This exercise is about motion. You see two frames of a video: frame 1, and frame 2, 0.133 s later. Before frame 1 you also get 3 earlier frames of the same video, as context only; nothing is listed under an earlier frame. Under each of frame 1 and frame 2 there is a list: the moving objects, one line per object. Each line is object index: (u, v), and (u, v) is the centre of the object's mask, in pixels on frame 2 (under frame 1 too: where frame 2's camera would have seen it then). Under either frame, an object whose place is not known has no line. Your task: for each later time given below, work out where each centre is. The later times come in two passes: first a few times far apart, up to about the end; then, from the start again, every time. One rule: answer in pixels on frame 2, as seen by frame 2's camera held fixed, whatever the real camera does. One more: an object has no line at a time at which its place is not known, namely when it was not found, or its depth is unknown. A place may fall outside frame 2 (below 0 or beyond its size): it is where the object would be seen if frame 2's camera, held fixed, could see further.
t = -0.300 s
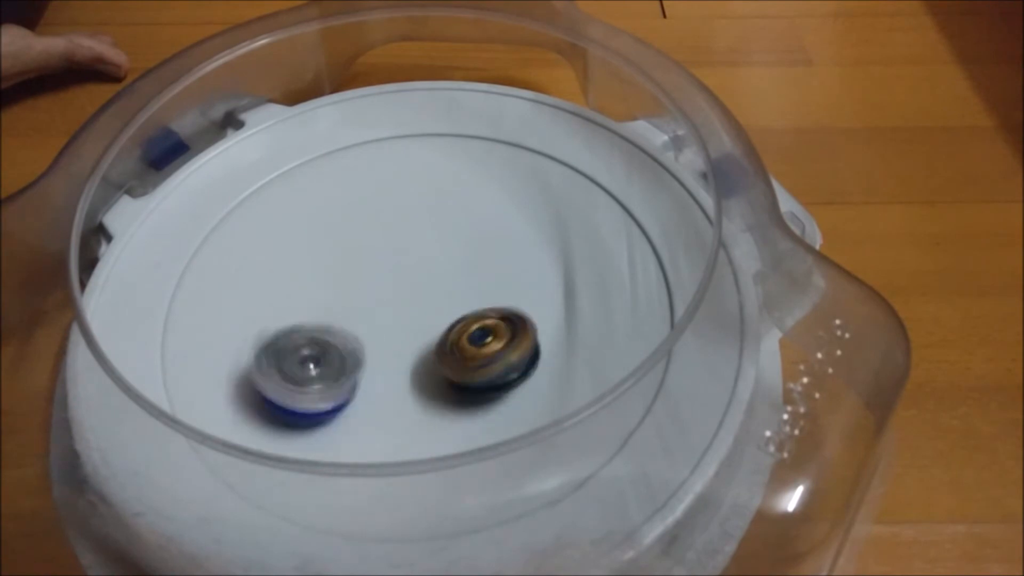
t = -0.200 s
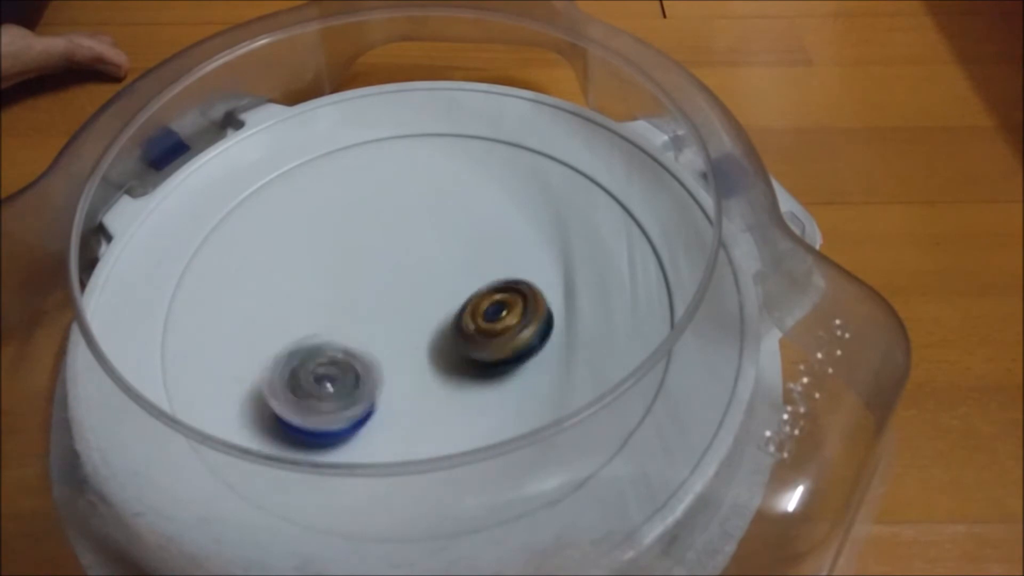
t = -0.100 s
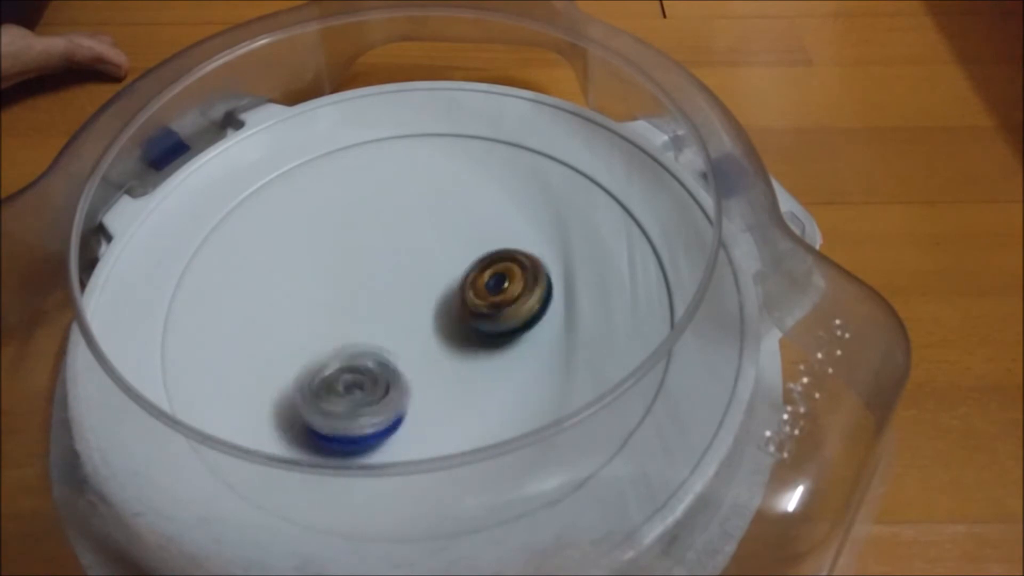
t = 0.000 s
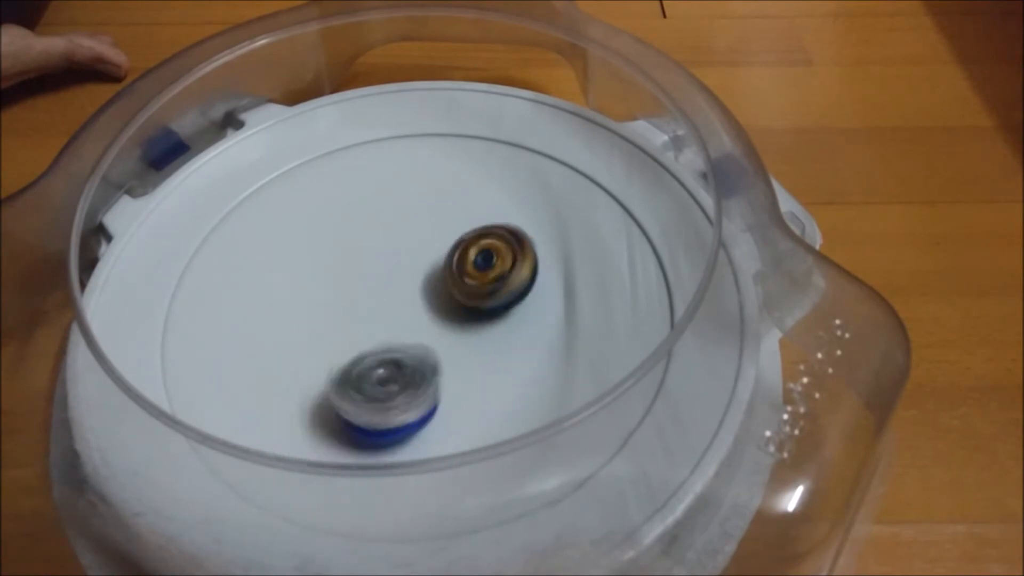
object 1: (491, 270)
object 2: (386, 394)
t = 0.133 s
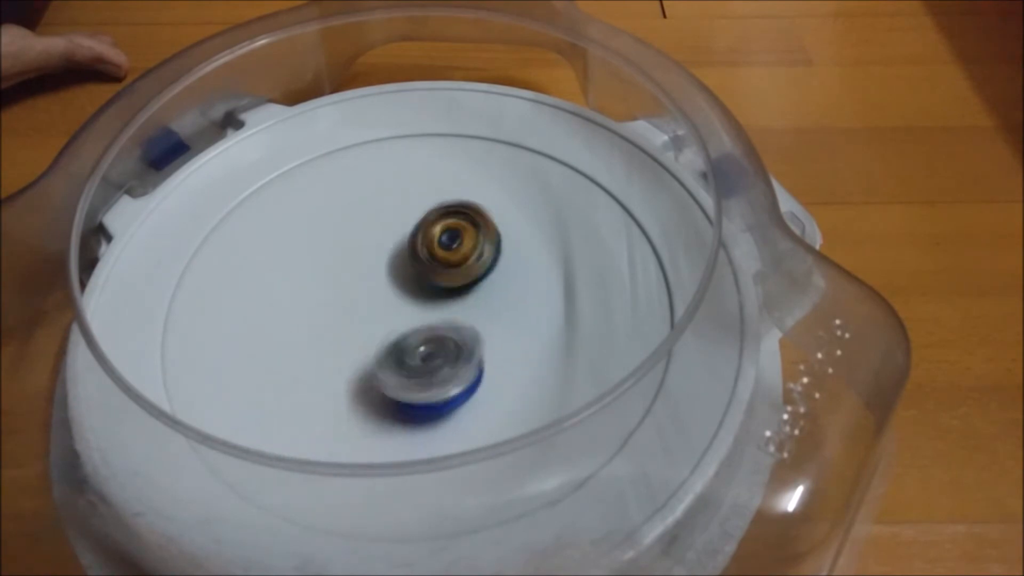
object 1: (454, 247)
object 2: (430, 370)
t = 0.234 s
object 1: (421, 236)
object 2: (453, 343)
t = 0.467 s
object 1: (354, 253)
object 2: (470, 274)
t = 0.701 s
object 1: (331, 315)
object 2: (433, 222)
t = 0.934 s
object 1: (381, 366)
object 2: (388, 216)
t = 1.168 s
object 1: (459, 360)
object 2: (357, 266)
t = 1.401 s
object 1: (489, 307)
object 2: (366, 330)
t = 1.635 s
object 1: (459, 258)
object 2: (420, 373)
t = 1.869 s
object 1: (390, 249)
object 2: (472, 372)
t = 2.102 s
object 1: (347, 290)
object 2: (482, 324)
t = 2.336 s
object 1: (361, 344)
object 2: (456, 274)
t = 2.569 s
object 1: (426, 363)
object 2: (405, 244)
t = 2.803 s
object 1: (472, 329)
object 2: (363, 247)
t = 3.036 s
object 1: (461, 280)
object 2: (359, 287)
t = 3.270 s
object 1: (422, 258)
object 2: (339, 341)
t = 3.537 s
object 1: (367, 282)
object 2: (393, 377)
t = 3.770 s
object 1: (349, 308)
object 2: (469, 374)
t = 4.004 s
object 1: (389, 323)
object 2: (494, 330)
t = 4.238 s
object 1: (364, 332)
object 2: (465, 303)
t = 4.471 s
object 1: (341, 360)
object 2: (435, 303)
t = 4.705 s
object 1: (357, 382)
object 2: (433, 315)
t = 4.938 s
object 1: (390, 414)
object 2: (431, 266)
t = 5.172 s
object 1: (426, 346)
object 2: (427, 257)
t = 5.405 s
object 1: (423, 327)
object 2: (442, 243)
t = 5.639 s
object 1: (416, 332)
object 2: (442, 245)
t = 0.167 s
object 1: (443, 243)
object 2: (440, 361)
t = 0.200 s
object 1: (433, 239)
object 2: (447, 353)
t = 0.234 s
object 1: (421, 236)
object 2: (453, 343)
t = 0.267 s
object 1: (410, 234)
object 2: (459, 333)
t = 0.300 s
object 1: (401, 234)
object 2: (465, 324)
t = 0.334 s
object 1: (390, 235)
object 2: (469, 312)
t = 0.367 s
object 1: (380, 238)
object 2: (471, 302)
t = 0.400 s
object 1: (371, 241)
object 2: (470, 292)
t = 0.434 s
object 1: (362, 247)
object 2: (470, 283)
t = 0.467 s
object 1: (354, 253)
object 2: (470, 274)
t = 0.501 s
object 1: (348, 261)
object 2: (468, 265)
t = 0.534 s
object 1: (343, 269)
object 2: (462, 256)
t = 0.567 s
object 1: (338, 279)
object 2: (456, 248)
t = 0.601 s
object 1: (335, 289)
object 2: (450, 241)
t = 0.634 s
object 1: (333, 298)
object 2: (444, 236)
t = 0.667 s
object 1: (331, 307)
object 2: (439, 229)
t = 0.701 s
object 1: (331, 315)
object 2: (433, 222)
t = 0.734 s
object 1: (333, 324)
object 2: (427, 217)
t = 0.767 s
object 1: (337, 333)
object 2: (420, 213)
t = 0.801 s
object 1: (343, 342)
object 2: (413, 211)
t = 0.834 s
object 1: (351, 349)
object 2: (407, 211)
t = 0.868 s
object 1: (359, 360)
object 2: (401, 211)
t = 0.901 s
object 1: (369, 365)
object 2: (394, 212)
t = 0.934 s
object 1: (381, 366)
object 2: (388, 216)
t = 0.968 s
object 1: (392, 370)
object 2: (382, 221)
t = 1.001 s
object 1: (403, 372)
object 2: (376, 227)
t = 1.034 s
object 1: (416, 373)
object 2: (372, 233)
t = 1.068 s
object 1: (427, 373)
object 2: (368, 240)
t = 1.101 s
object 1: (437, 370)
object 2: (364, 248)
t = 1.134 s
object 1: (449, 367)
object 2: (362, 256)
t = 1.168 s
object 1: (459, 360)
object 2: (357, 266)
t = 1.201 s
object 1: (466, 353)
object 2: (356, 276)
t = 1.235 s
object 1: (474, 349)
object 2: (356, 286)
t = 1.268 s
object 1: (479, 342)
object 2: (357, 296)
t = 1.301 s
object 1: (484, 331)
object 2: (359, 303)
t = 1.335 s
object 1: (488, 324)
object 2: (361, 312)
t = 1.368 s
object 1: (490, 313)
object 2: (362, 321)
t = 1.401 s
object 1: (489, 307)
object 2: (366, 330)
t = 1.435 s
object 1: (490, 298)
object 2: (372, 339)
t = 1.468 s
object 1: (489, 288)
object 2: (380, 349)
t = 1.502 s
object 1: (485, 282)
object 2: (388, 355)
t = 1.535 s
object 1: (481, 275)
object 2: (396, 360)
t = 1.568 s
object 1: (475, 268)
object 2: (403, 364)
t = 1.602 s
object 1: (467, 263)
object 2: (411, 369)
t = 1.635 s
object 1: (459, 258)
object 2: (420, 373)
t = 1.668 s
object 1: (449, 254)
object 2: (430, 377)
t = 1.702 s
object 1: (438, 251)
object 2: (439, 379)
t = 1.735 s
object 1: (428, 248)
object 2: (448, 380)
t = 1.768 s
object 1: (418, 247)
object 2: (456, 380)
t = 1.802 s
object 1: (408, 246)
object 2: (463, 378)
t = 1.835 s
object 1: (399, 247)
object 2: (468, 375)
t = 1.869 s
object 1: (390, 249)
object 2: (472, 372)
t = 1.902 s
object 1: (382, 250)
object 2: (475, 367)
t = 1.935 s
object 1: (374, 255)
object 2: (477, 362)
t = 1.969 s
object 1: (367, 261)
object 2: (480, 355)
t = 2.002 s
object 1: (360, 267)
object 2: (482, 348)
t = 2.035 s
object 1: (355, 274)
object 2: (483, 340)
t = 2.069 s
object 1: (351, 282)
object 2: (483, 332)
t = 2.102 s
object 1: (347, 290)
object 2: (482, 324)
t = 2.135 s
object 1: (344, 299)
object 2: (480, 316)
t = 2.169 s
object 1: (343, 307)
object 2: (479, 307)
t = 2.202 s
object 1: (343, 315)
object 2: (475, 300)
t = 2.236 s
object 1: (345, 322)
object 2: (470, 292)
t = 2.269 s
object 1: (349, 330)
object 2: (466, 286)
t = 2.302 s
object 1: (354, 338)
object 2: (461, 280)
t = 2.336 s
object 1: (361, 344)
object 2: (456, 274)
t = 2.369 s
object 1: (368, 350)
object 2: (450, 269)
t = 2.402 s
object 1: (377, 355)
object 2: (443, 263)
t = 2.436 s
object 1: (386, 359)
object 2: (435, 259)
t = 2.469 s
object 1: (396, 362)
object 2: (427, 254)
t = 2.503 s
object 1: (406, 364)
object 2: (420, 251)
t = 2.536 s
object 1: (417, 364)
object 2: (413, 247)
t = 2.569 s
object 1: (426, 363)
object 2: (405, 244)
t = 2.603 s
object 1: (434, 364)
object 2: (398, 242)
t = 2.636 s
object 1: (444, 358)
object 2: (390, 240)
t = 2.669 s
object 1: (452, 354)
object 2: (382, 239)
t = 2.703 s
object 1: (459, 348)
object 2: (377, 239)
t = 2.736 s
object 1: (464, 343)
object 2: (371, 241)
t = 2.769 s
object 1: (468, 336)
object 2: (367, 244)
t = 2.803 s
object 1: (472, 329)
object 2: (363, 247)
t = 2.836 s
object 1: (474, 322)
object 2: (360, 252)
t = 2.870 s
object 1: (476, 314)
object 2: (360, 255)
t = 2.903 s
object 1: (475, 307)
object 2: (359, 261)
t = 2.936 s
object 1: (473, 300)
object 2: (359, 266)
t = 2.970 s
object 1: (471, 291)
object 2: (359, 273)
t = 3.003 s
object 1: (466, 286)
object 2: (360, 279)
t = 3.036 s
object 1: (461, 280)
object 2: (359, 287)
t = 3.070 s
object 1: (463, 272)
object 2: (351, 297)
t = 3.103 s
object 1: (461, 269)
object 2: (344, 305)
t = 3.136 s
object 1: (456, 267)
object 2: (340, 312)
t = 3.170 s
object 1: (448, 265)
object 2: (337, 320)
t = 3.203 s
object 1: (440, 260)
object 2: (336, 327)
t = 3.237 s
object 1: (431, 259)
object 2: (336, 334)
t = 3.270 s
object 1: (422, 258)
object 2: (339, 341)
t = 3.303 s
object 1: (414, 257)
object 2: (341, 347)
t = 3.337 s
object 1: (406, 258)
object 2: (346, 354)
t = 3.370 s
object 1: (395, 259)
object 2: (356, 363)
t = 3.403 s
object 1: (387, 262)
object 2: (362, 367)
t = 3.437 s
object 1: (381, 267)
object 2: (370, 371)
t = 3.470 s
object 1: (375, 271)
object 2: (377, 374)
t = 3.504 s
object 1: (371, 276)
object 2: (385, 376)
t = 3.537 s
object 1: (367, 282)
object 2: (393, 377)
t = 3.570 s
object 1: (364, 288)
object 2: (401, 376)
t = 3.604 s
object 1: (362, 295)
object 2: (410, 375)
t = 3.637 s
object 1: (361, 300)
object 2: (418, 373)
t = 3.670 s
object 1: (359, 305)
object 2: (433, 374)
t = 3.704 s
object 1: (352, 306)
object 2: (452, 376)
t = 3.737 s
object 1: (348, 307)
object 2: (462, 376)
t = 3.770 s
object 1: (349, 308)
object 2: (469, 374)
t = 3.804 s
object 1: (353, 311)
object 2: (477, 371)
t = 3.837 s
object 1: (358, 314)
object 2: (485, 366)
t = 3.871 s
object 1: (364, 317)
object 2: (491, 359)
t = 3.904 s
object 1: (370, 319)
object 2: (494, 352)
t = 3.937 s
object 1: (378, 320)
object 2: (496, 345)
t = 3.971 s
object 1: (385, 324)
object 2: (495, 338)
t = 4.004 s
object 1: (389, 323)
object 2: (494, 330)
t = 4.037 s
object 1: (388, 323)
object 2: (496, 321)
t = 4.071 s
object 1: (379, 326)
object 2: (500, 314)
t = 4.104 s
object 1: (372, 328)
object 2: (500, 307)
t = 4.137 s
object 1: (368, 328)
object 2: (493, 302)
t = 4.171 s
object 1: (366, 329)
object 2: (481, 301)
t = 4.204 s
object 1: (365, 330)
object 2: (472, 302)
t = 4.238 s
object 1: (364, 332)
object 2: (465, 303)
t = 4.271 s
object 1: (354, 340)
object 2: (461, 300)
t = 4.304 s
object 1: (350, 344)
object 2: (457, 300)
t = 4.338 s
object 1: (347, 347)
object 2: (454, 299)
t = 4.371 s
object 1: (346, 349)
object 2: (447, 301)
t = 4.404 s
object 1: (346, 351)
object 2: (440, 303)
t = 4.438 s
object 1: (345, 355)
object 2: (438, 302)
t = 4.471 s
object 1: (341, 360)
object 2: (435, 303)
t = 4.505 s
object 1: (344, 361)
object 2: (427, 306)
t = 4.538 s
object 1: (342, 368)
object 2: (425, 307)
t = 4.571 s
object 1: (343, 372)
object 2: (427, 310)
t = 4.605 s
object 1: (344, 376)
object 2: (426, 310)
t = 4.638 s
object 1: (349, 378)
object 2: (426, 312)
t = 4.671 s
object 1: (352, 380)
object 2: (431, 314)
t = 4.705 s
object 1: (357, 382)
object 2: (433, 315)
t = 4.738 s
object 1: (363, 382)
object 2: (432, 314)
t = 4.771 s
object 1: (366, 397)
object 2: (437, 301)
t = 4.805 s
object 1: (367, 408)
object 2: (436, 289)
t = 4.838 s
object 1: (371, 414)
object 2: (434, 283)
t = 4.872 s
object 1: (379, 415)
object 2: (434, 275)
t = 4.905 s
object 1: (384, 417)
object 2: (431, 272)
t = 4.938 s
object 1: (390, 414)
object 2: (431, 266)
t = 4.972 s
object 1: (397, 407)
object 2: (428, 264)
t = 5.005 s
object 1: (401, 403)
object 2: (427, 263)
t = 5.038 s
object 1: (410, 394)
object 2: (428, 260)
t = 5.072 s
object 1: (413, 386)
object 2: (422, 261)
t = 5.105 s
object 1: (420, 372)
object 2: (422, 263)
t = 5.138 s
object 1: (423, 360)
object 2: (427, 260)
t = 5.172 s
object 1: (426, 346)
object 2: (427, 257)
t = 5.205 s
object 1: (428, 334)
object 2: (430, 255)
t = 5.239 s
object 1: (429, 333)
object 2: (431, 248)
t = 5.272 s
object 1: (428, 330)
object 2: (434, 244)
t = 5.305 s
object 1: (427, 328)
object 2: (436, 242)
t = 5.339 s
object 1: (427, 329)
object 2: (435, 240)
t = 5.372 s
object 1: (425, 329)
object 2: (439, 242)
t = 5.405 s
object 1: (423, 327)
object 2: (442, 243)
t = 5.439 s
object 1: (420, 327)
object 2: (443, 243)
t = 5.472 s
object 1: (417, 329)
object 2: (442, 245)
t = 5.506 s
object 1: (415, 330)
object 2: (442, 245)
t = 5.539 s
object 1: (415, 331)
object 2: (442, 245)
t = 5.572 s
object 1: (415, 332)
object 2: (442, 245)
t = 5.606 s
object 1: (415, 333)
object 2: (442, 245)
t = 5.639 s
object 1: (416, 332)
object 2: (442, 245)
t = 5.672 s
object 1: (415, 332)
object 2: (442, 245)
